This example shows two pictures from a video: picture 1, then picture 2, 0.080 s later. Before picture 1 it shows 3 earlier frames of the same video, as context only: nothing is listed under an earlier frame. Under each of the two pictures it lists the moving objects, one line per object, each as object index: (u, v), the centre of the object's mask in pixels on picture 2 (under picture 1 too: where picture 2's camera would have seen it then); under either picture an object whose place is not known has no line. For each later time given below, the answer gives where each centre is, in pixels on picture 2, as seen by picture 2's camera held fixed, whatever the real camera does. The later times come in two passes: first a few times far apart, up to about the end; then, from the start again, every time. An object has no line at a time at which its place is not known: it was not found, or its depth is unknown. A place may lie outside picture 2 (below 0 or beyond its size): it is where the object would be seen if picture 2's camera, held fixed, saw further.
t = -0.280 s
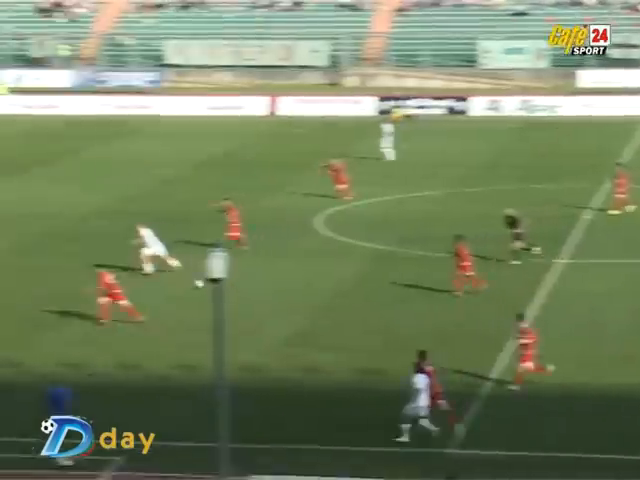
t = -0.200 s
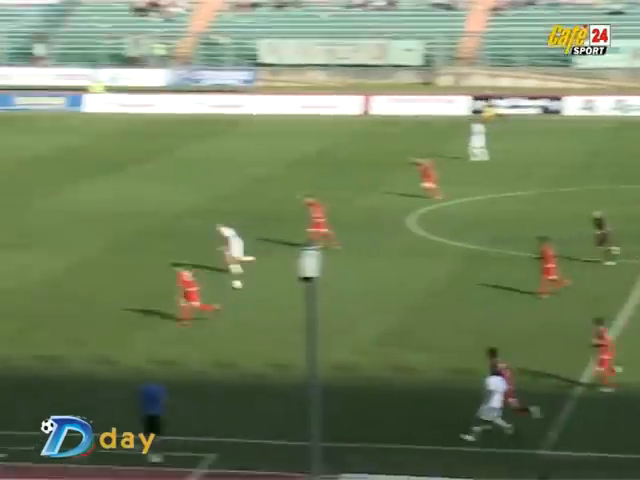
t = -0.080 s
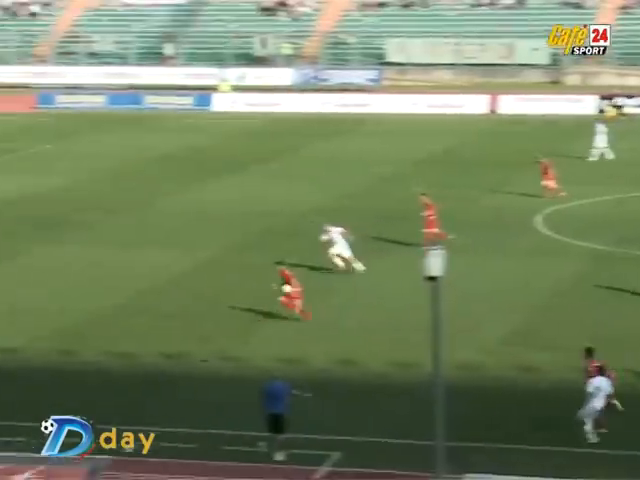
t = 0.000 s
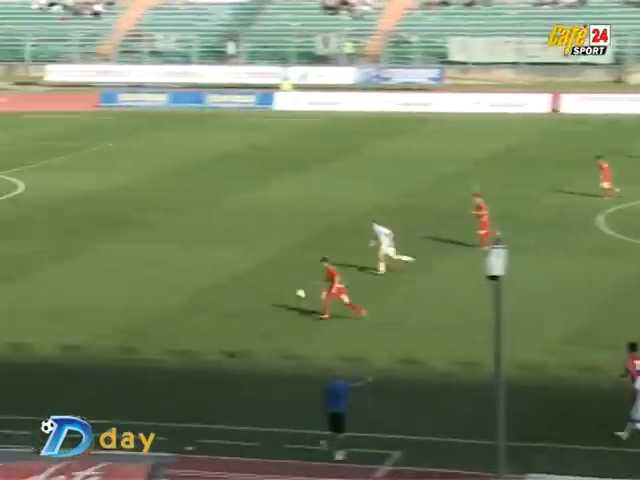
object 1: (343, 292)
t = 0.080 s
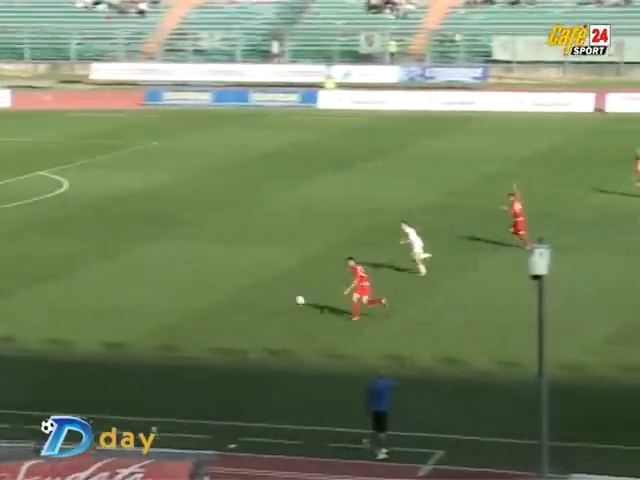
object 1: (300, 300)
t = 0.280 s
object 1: (202, 326)
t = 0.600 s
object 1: (100, 308)
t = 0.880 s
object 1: (36, 287)
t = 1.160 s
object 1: (-18, 298)
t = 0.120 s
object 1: (279, 304)
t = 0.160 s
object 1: (258, 309)
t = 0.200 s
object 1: (239, 314)
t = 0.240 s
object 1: (220, 320)
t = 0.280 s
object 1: (202, 326)
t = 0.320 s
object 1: (184, 332)
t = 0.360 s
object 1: (166, 339)
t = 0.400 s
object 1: (150, 344)
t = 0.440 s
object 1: (140, 336)
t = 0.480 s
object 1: (129, 327)
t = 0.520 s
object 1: (120, 319)
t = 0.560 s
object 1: (110, 314)
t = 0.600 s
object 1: (100, 308)
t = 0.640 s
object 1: (90, 302)
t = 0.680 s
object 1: (81, 298)
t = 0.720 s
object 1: (72, 295)
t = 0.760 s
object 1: (63, 291)
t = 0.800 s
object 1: (54, 289)
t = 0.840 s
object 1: (45, 287)
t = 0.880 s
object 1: (36, 287)
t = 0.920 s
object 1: (28, 286)
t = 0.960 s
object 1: (20, 287)
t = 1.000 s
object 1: (12, 289)
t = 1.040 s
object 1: (4, 290)
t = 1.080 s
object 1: (-4, 292)
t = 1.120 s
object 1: (-11, 295)
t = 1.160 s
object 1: (-18, 298)
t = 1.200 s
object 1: (-25, 302)
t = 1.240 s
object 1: (-32, 307)
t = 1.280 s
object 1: (-40, 308)
